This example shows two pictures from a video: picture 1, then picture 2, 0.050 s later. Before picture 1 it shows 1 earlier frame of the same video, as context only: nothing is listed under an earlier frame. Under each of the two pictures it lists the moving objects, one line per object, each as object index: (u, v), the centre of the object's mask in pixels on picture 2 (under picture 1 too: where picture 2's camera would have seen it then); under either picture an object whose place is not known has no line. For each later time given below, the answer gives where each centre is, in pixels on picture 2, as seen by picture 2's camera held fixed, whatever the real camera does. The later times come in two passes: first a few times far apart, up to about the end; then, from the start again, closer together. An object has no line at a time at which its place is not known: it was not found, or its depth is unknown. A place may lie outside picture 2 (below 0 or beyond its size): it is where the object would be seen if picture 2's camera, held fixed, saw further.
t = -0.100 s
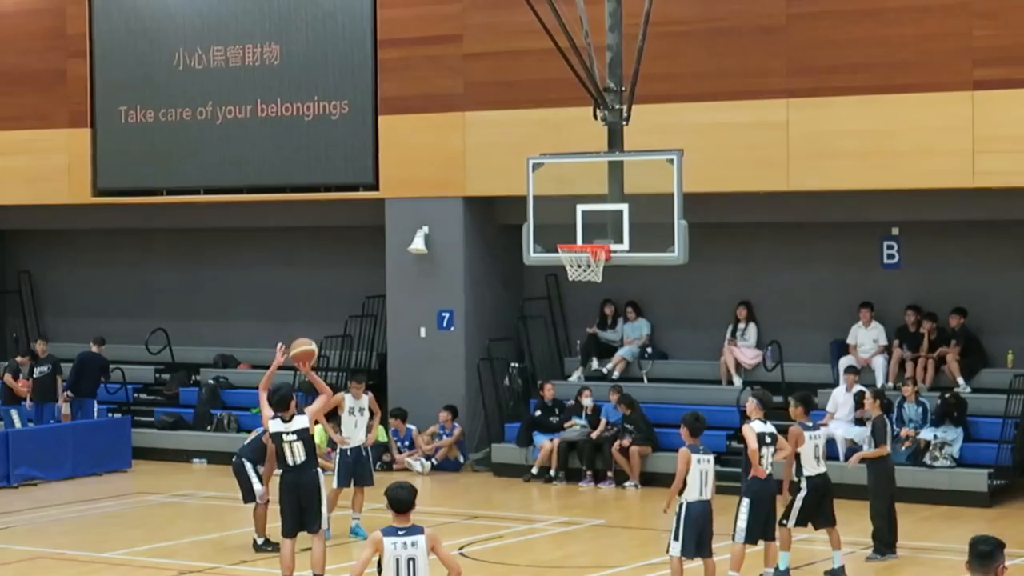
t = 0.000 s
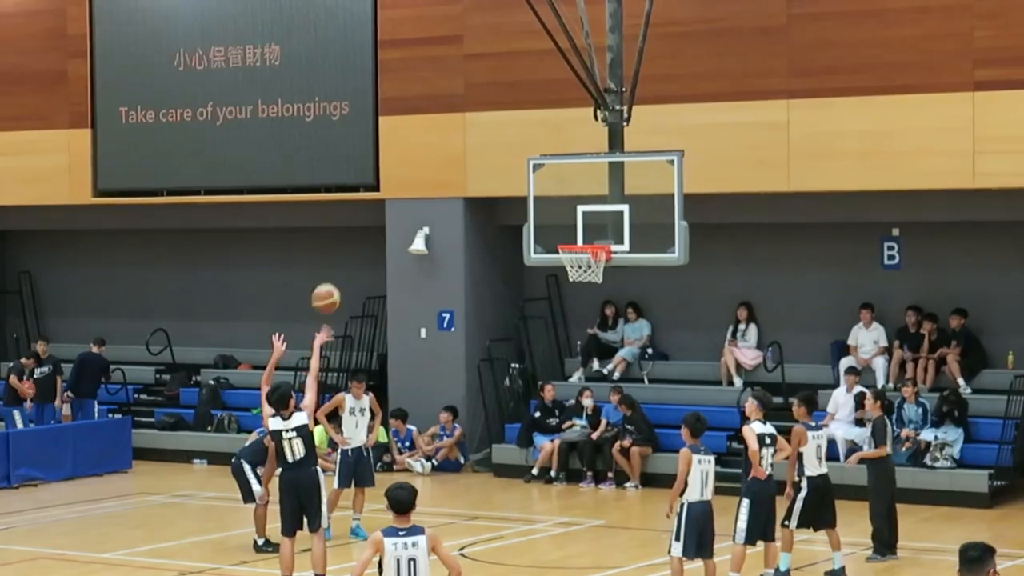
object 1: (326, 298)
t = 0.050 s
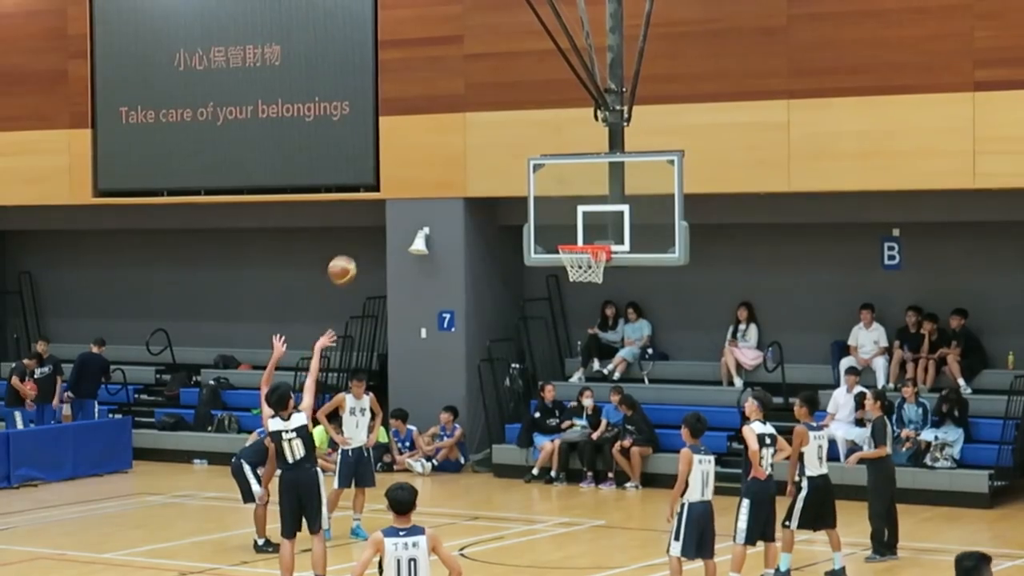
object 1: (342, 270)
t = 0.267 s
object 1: (406, 183)
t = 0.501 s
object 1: (472, 151)
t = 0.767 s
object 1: (542, 181)
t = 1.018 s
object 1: (577, 244)
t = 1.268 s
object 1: (582, 317)
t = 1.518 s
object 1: (575, 460)
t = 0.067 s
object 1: (347, 261)
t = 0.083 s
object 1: (352, 253)
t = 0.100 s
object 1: (357, 245)
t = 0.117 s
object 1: (362, 237)
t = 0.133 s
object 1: (368, 230)
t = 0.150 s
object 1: (372, 223)
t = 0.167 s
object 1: (377, 216)
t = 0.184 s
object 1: (382, 210)
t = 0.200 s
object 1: (388, 204)
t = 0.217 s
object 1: (393, 198)
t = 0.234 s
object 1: (397, 192)
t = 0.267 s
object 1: (406, 183)
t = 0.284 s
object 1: (411, 179)
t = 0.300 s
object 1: (417, 175)
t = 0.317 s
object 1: (422, 171)
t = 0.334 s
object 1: (426, 168)
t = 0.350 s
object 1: (431, 165)
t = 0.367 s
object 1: (435, 162)
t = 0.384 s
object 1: (440, 160)
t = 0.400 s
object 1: (445, 158)
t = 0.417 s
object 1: (450, 157)
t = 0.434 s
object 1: (454, 156)
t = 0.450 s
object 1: (459, 154)
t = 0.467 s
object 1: (464, 151)
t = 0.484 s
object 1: (468, 151)
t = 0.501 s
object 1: (472, 151)
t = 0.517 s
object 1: (477, 151)
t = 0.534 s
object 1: (482, 152)
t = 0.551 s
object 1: (486, 152)
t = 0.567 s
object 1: (490, 152)
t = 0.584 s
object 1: (495, 153)
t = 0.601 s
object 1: (499, 154)
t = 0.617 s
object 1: (503, 156)
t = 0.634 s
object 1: (507, 158)
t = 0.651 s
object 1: (511, 160)
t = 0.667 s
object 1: (516, 162)
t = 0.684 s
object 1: (521, 164)
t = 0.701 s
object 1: (525, 166)
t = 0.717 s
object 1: (529, 170)
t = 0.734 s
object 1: (534, 173)
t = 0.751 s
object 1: (538, 177)
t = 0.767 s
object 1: (542, 181)
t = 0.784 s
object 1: (546, 185)
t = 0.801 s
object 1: (550, 190)
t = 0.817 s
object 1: (555, 195)
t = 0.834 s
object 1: (559, 199)
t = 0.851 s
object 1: (563, 204)
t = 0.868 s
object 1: (567, 208)
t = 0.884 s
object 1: (571, 214)
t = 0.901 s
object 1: (575, 220)
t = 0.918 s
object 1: (579, 226)
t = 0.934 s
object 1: (584, 232)
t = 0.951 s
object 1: (588, 236)
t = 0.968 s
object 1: (588, 238)
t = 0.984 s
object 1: (583, 239)
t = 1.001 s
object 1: (579, 244)
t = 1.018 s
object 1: (577, 244)
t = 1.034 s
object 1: (578, 248)
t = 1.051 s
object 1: (581, 249)
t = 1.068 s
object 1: (583, 251)
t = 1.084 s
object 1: (586, 254)
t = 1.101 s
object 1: (587, 256)
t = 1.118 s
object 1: (587, 262)
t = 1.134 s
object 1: (588, 263)
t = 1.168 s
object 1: (585, 285)
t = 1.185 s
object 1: (584, 287)
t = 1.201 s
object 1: (584, 291)
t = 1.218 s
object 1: (584, 296)
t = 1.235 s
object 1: (583, 303)
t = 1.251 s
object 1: (582, 310)
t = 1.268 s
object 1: (582, 317)
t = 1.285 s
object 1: (581, 325)
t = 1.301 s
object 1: (580, 333)
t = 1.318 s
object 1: (580, 341)
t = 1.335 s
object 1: (580, 349)
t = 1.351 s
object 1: (579, 357)
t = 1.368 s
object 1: (579, 366)
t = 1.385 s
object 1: (578, 376)
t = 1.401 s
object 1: (578, 385)
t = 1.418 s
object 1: (578, 396)
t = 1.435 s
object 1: (577, 405)
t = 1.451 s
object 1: (577, 416)
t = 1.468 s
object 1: (576, 426)
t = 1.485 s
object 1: (576, 438)
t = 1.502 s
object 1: (575, 448)
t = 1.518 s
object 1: (575, 460)
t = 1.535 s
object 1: (574, 472)
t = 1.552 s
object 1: (574, 483)
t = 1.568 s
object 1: (572, 495)
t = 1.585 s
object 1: (572, 509)
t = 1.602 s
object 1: (573, 522)
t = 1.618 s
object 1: (572, 535)
